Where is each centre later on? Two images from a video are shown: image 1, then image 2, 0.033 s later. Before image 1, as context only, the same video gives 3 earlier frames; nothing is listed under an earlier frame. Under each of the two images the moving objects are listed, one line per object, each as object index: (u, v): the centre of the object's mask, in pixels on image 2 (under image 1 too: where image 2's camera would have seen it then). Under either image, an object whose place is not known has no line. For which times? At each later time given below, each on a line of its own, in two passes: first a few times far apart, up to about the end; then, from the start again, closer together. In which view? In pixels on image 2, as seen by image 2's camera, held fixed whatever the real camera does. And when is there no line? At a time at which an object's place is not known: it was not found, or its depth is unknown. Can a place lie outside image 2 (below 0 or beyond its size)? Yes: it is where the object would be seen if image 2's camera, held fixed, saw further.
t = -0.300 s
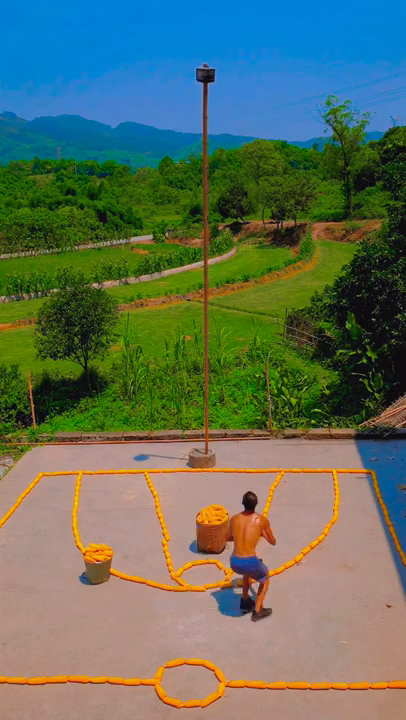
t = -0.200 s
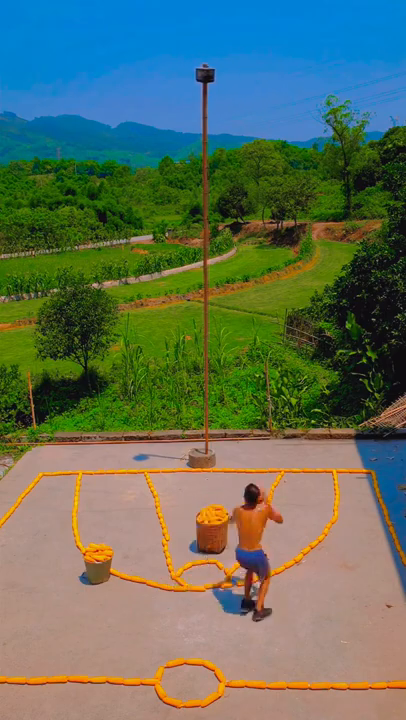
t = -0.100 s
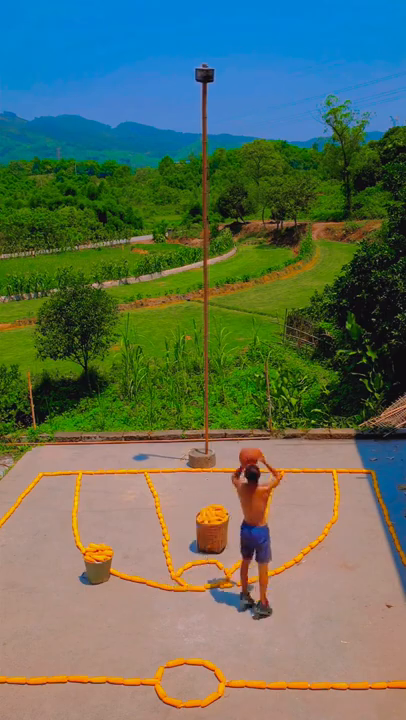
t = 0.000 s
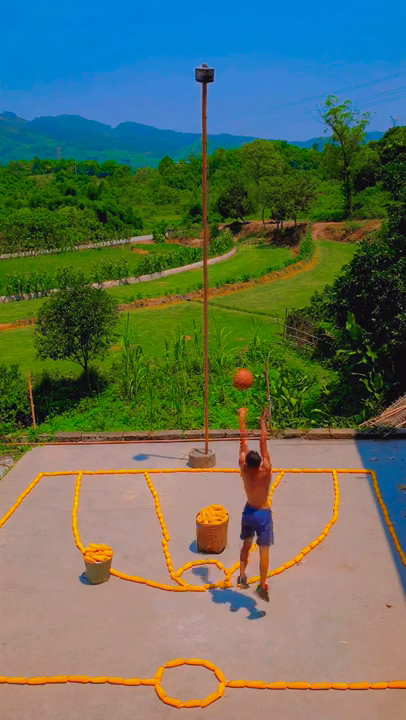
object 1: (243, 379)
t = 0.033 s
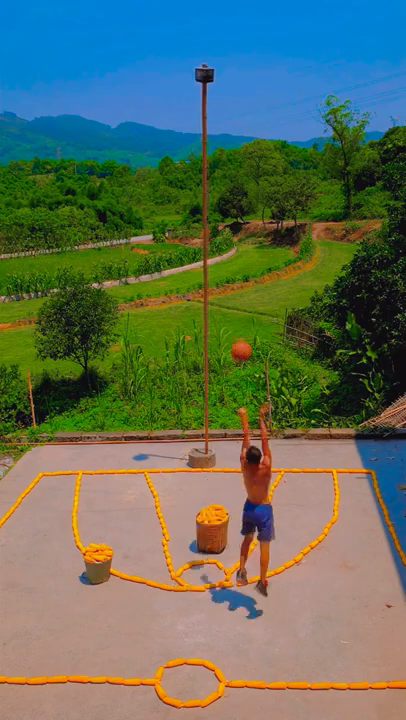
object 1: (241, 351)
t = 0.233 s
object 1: (231, 210)
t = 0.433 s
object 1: (223, 113)
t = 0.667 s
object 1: (216, 48)
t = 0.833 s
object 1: (213, 32)
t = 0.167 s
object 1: (234, 253)
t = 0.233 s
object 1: (231, 210)
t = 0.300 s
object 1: (228, 174)
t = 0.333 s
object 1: (226, 156)
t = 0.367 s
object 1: (225, 141)
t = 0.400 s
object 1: (224, 126)
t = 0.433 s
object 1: (223, 113)
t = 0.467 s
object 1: (222, 100)
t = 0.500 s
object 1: (221, 89)
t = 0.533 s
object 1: (220, 78)
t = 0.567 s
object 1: (219, 69)
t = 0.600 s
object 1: (218, 61)
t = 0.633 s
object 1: (217, 53)
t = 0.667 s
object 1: (216, 48)
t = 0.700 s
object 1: (215, 42)
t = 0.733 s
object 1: (215, 39)
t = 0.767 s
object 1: (214, 36)
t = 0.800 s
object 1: (213, 33)
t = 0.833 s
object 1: (213, 32)
